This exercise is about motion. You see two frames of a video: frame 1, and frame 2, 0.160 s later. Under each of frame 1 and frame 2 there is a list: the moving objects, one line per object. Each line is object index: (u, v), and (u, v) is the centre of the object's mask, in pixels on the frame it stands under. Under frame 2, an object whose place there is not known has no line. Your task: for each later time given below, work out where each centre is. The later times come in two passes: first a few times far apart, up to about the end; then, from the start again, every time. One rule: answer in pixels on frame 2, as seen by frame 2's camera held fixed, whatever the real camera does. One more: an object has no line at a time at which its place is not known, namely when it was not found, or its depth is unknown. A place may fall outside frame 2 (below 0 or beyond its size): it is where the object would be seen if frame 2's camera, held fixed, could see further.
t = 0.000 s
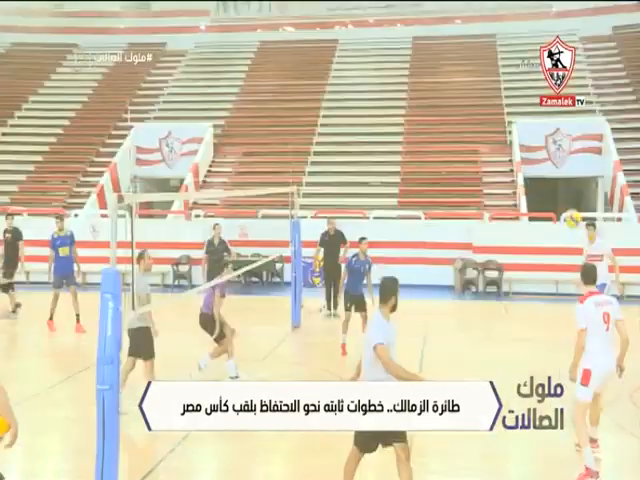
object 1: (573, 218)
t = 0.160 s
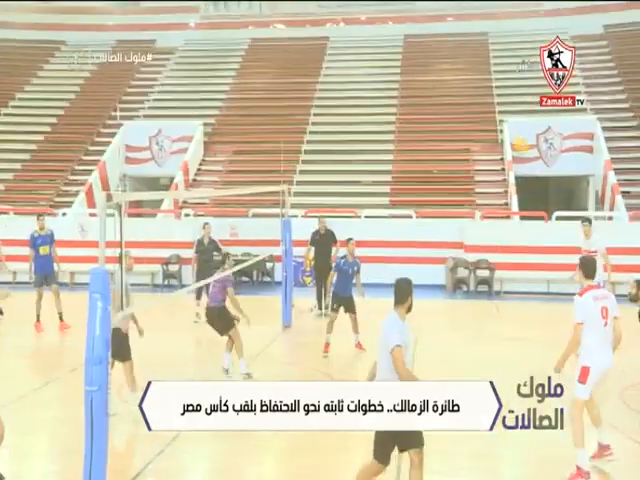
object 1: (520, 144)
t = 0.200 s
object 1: (512, 130)
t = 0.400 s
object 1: (465, 79)
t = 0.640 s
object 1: (414, 63)
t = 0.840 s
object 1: (374, 84)
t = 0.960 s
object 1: (353, 111)
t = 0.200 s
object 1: (512, 130)
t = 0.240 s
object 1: (502, 117)
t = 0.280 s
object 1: (493, 105)
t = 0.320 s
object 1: (482, 95)
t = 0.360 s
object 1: (475, 85)
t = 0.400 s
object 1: (465, 79)
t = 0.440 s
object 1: (457, 73)
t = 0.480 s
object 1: (448, 67)
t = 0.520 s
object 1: (439, 66)
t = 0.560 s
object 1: (431, 62)
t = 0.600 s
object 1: (422, 62)
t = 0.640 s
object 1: (414, 63)
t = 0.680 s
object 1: (407, 64)
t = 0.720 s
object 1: (398, 69)
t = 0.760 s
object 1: (389, 73)
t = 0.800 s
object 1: (382, 79)
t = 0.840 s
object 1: (374, 84)
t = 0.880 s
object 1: (367, 92)
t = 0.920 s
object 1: (360, 99)
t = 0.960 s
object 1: (353, 111)
